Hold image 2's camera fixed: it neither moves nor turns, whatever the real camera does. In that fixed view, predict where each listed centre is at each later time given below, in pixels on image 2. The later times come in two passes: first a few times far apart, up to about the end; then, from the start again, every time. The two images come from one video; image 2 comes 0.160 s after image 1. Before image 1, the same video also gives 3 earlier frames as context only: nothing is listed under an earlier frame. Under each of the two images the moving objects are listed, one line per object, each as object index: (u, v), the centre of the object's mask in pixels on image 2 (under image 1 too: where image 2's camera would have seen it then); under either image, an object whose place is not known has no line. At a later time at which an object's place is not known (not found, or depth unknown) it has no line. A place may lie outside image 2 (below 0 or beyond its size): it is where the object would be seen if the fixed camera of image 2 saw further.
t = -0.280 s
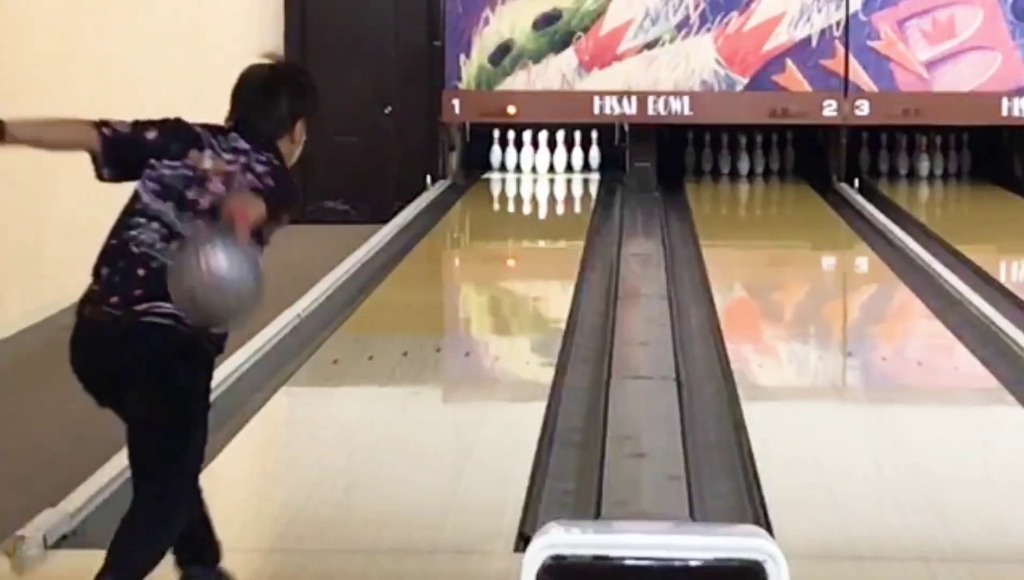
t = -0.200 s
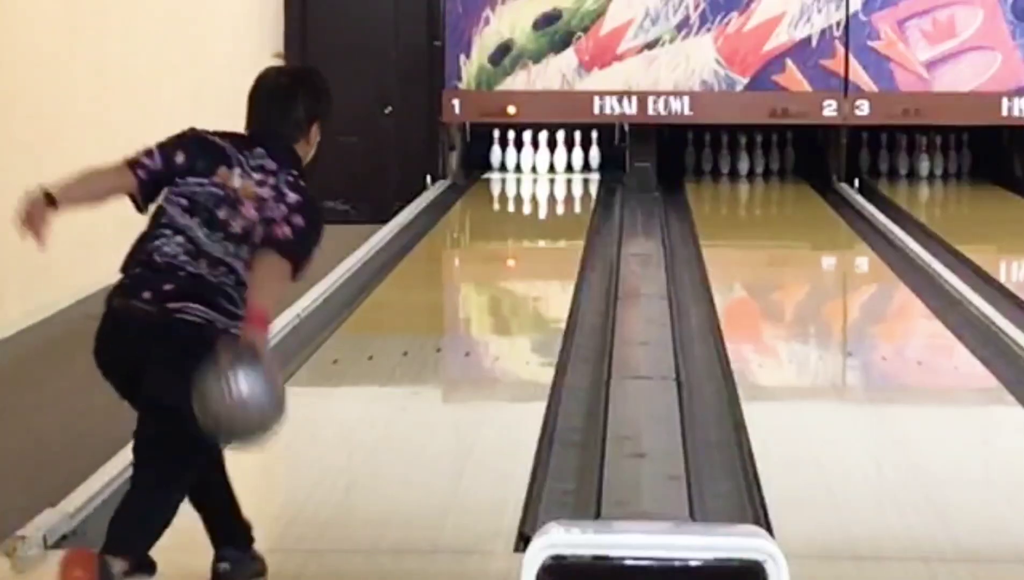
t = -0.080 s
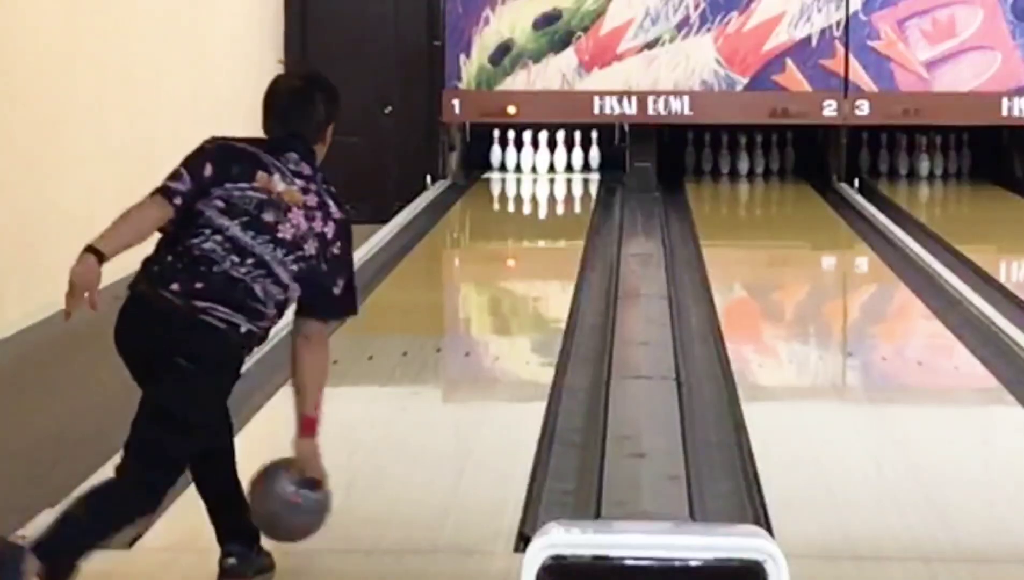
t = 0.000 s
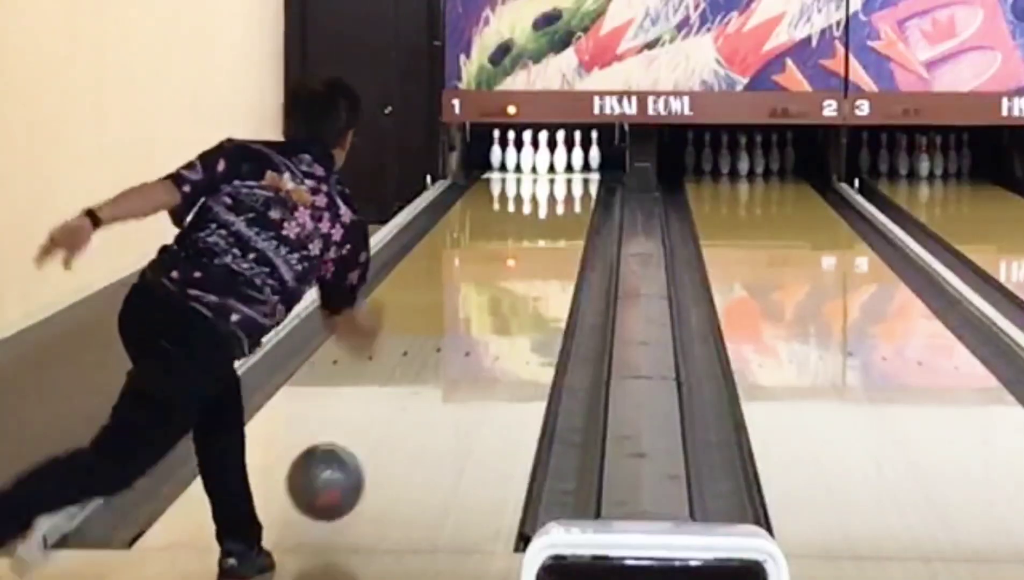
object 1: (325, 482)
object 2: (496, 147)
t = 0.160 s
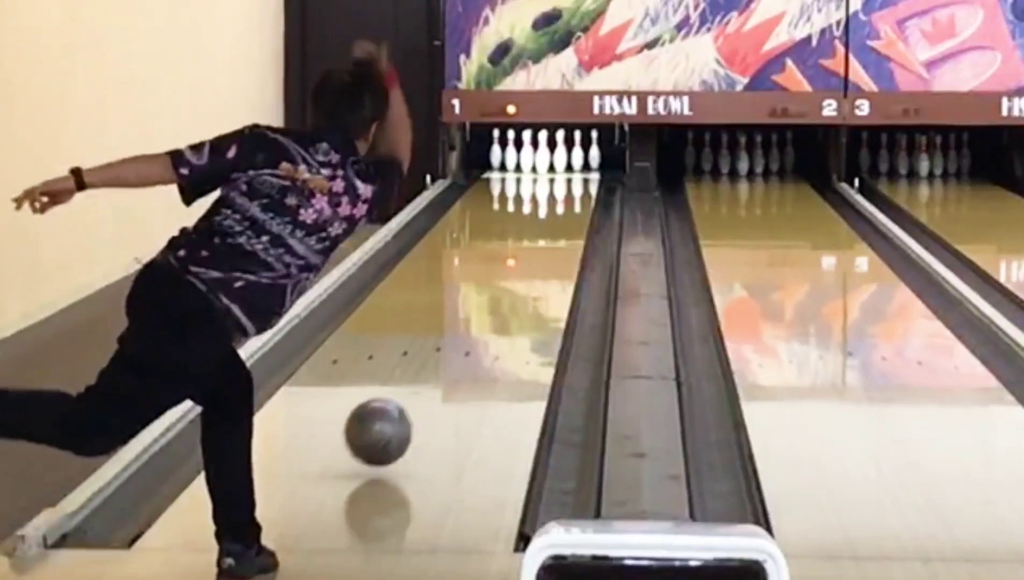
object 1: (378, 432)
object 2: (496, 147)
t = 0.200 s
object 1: (393, 421)
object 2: (496, 147)
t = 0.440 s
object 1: (448, 355)
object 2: (496, 147)
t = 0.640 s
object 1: (482, 314)
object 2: (496, 147)
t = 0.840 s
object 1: (507, 283)
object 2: (496, 147)
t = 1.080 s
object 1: (530, 253)
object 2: (496, 146)
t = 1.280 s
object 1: (544, 233)
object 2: (496, 147)
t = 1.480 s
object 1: (556, 216)
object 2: (496, 147)
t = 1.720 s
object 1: (561, 199)
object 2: (496, 147)
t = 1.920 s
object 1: (562, 187)
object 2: (496, 147)
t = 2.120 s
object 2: (496, 147)
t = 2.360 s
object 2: (496, 147)
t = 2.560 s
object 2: (493, 147)
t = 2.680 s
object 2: (481, 156)
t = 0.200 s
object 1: (393, 421)
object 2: (496, 147)
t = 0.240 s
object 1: (402, 409)
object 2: (496, 147)
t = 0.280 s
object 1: (410, 400)
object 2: (496, 147)
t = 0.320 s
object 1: (422, 386)
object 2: (495, 147)
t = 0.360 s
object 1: (430, 377)
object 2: (496, 147)
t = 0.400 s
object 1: (441, 363)
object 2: (496, 147)
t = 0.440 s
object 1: (448, 355)
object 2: (496, 147)
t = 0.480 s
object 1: (454, 348)
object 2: (496, 147)
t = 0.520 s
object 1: (463, 337)
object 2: (496, 147)
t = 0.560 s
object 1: (468, 330)
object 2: (496, 147)
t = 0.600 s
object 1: (476, 320)
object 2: (496, 147)
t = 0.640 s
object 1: (482, 314)
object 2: (496, 147)
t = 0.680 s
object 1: (486, 308)
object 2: (496, 147)
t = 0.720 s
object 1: (493, 300)
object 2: (496, 147)
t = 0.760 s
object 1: (497, 295)
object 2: (496, 147)
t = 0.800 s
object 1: (503, 287)
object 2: (496, 147)
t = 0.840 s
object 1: (507, 283)
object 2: (496, 147)
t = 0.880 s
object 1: (511, 278)
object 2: (496, 147)
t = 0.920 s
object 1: (516, 271)
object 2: (496, 146)
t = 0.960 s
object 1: (519, 266)
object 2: (496, 147)
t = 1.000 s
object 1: (523, 262)
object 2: (496, 145)
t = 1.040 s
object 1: (527, 256)
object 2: (496, 146)
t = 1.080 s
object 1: (530, 253)
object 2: (496, 146)
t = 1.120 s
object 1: (534, 247)
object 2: (496, 146)
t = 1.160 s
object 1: (536, 243)
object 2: (496, 146)
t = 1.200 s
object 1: (539, 240)
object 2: (496, 146)
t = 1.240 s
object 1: (542, 237)
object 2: (496, 147)
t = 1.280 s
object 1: (544, 233)
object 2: (496, 147)
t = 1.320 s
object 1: (547, 228)
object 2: (496, 147)
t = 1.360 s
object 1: (548, 225)
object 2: (496, 146)
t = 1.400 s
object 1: (551, 222)
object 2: (496, 146)
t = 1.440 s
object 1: (552, 218)
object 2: (496, 147)
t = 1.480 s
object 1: (556, 216)
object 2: (496, 147)
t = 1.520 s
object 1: (557, 212)
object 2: (496, 147)
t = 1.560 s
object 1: (558, 210)
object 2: (496, 147)
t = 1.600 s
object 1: (559, 207)
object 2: (496, 147)
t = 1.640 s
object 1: (560, 204)
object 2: (496, 147)
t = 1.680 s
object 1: (560, 202)
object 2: (496, 147)
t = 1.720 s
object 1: (561, 199)
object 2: (496, 147)
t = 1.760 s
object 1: (561, 197)
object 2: (496, 147)
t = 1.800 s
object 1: (561, 195)
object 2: (496, 147)
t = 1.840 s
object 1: (562, 192)
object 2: (496, 147)
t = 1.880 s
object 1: (563, 189)
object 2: (496, 147)
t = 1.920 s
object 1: (562, 187)
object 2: (496, 147)
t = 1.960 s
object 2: (496, 147)
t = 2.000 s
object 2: (496, 147)
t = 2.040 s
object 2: (496, 147)
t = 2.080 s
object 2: (496, 147)
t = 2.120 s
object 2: (496, 147)
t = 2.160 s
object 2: (496, 147)
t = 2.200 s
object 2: (496, 147)
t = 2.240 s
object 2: (496, 147)
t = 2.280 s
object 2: (496, 147)
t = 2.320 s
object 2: (496, 147)
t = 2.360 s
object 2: (496, 147)
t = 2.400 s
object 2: (496, 147)
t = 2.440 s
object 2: (496, 147)
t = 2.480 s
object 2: (496, 147)
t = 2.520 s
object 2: (495, 147)
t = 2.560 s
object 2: (493, 147)
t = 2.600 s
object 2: (489, 147)
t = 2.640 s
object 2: (482, 153)
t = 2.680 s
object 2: (481, 156)
